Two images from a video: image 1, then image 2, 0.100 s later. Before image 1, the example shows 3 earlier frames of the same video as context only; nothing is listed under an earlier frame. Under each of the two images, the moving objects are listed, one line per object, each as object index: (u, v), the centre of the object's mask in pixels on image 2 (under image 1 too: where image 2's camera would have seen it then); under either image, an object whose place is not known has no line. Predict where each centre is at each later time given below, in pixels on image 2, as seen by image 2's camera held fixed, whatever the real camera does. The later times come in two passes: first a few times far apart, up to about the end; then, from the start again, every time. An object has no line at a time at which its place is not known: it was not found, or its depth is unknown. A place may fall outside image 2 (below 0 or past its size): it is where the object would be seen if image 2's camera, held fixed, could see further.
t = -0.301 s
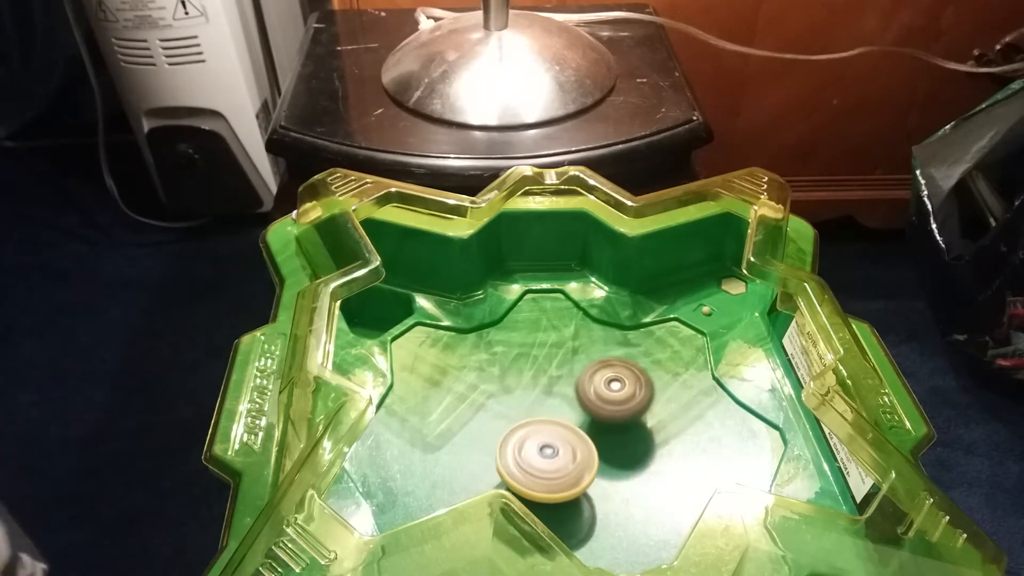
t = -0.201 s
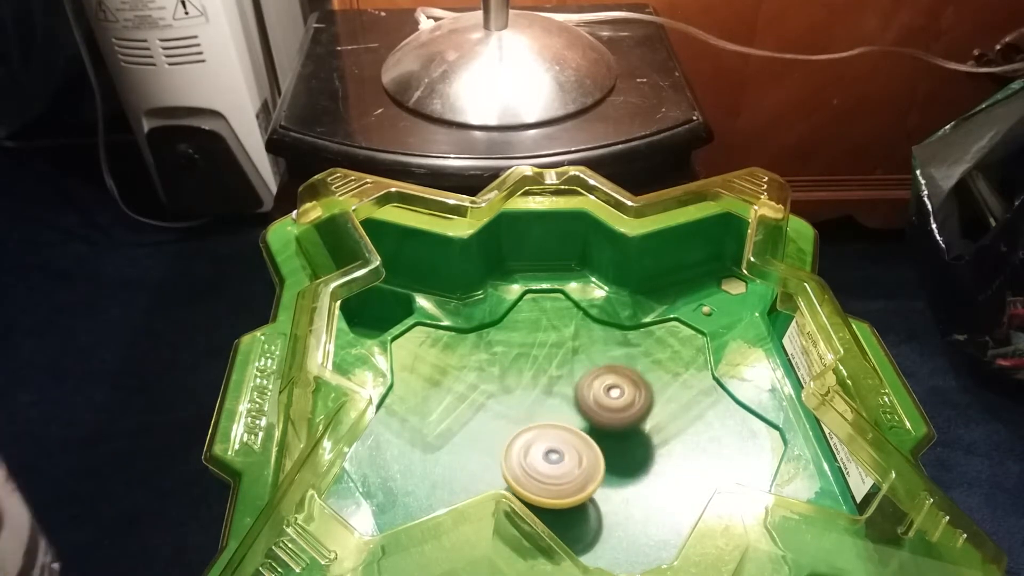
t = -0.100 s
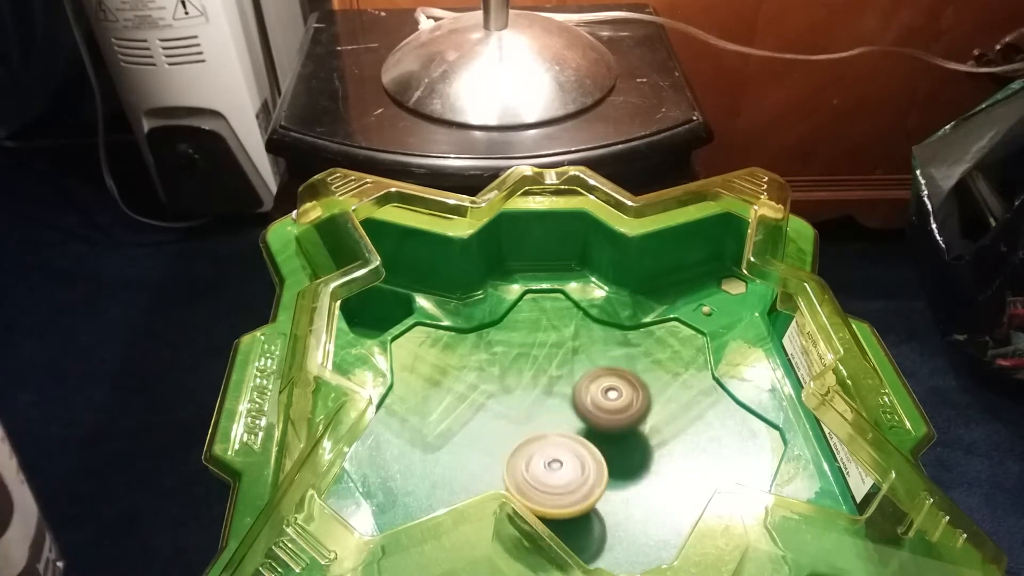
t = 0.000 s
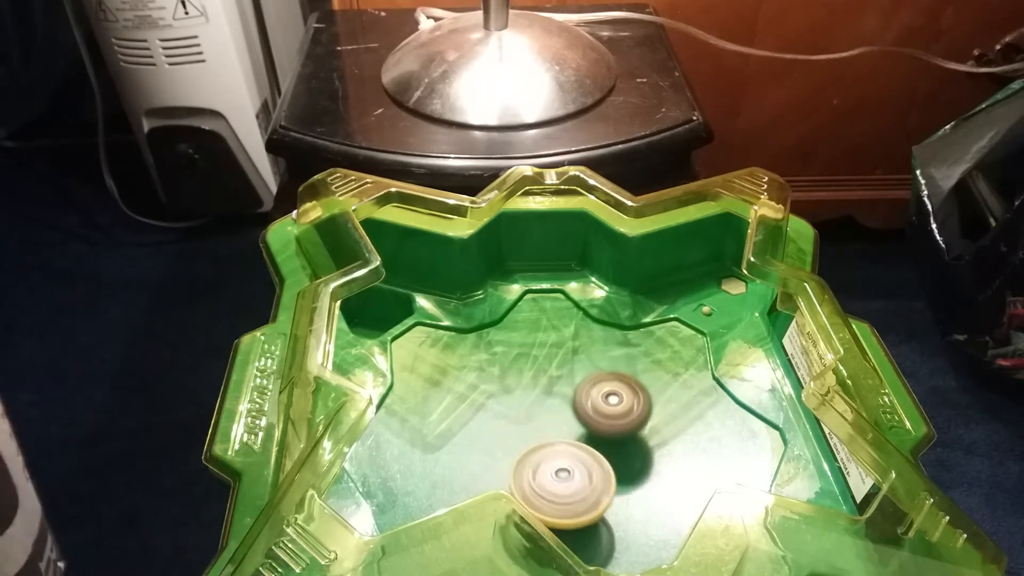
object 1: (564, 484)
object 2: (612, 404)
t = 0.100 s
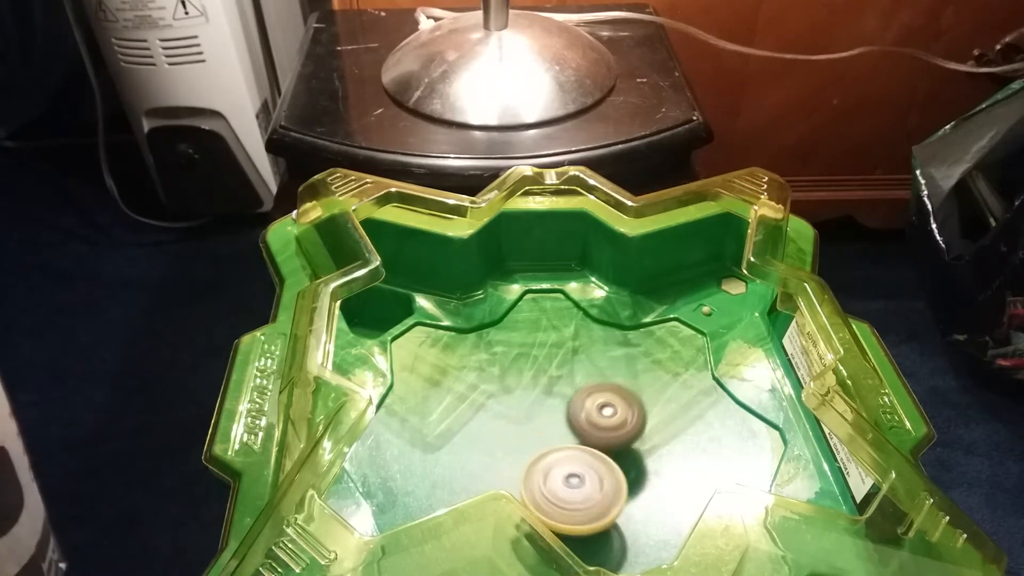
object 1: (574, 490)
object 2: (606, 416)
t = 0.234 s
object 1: (589, 512)
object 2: (604, 408)
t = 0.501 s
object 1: (627, 518)
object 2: (592, 423)
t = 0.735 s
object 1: (650, 496)
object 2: (551, 426)
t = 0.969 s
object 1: (652, 465)
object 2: (542, 411)
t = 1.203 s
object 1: (678, 452)
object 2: (515, 400)
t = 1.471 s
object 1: (677, 434)
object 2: (529, 401)
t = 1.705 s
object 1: (643, 431)
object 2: (555, 457)
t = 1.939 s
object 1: (610, 440)
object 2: (537, 507)
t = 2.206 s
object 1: (589, 446)
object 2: (506, 531)
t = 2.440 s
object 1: (587, 431)
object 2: (511, 494)
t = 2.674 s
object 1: (589, 406)
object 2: (569, 508)
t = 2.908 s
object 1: (586, 386)
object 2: (628, 527)
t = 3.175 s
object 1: (587, 393)
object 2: (660, 516)
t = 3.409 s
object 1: (594, 426)
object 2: (663, 475)
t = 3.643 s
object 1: (570, 450)
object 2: (673, 452)
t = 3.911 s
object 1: (568, 485)
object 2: (636, 419)
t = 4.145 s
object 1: (579, 500)
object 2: (597, 398)
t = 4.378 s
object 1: (591, 503)
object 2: (564, 395)
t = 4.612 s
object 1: (604, 489)
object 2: (537, 413)
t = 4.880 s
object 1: (625, 468)
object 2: (513, 440)
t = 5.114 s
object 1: (631, 447)
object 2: (519, 465)
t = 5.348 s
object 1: (624, 433)
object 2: (554, 494)
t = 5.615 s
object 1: (608, 428)
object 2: (601, 509)
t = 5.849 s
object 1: (589, 435)
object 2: (631, 501)
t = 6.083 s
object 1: (555, 432)
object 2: (657, 492)
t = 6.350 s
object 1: (540, 442)
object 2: (645, 459)
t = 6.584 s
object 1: (544, 456)
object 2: (623, 421)
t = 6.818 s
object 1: (564, 472)
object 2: (607, 402)
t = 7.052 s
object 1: (594, 482)
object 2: (584, 404)
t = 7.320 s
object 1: (631, 502)
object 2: (555, 413)
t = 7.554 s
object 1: (646, 500)
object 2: (539, 441)
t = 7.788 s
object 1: (646, 486)
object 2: (531, 471)
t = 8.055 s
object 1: (638, 461)
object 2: (541, 485)
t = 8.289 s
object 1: (642, 423)
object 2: (553, 493)
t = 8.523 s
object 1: (630, 402)
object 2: (588, 485)
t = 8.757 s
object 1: (606, 394)
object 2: (634, 474)
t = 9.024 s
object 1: (573, 400)
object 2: (648, 472)
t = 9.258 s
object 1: (544, 422)
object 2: (631, 457)
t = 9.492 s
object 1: (514, 443)
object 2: (612, 448)
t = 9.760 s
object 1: (497, 465)
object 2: (597, 431)
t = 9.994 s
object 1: (510, 478)
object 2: (602, 428)
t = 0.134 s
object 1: (577, 497)
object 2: (604, 414)
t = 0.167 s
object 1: (579, 503)
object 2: (603, 410)
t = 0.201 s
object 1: (584, 508)
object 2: (604, 408)
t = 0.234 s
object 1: (589, 512)
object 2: (604, 408)
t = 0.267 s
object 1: (594, 516)
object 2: (604, 408)
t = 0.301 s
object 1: (599, 518)
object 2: (604, 408)
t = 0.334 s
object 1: (603, 520)
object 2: (604, 410)
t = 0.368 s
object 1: (608, 522)
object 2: (602, 412)
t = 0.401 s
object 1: (613, 522)
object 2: (600, 415)
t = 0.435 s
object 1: (618, 522)
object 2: (598, 418)
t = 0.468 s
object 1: (622, 520)
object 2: (595, 421)
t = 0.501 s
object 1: (627, 518)
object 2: (592, 423)
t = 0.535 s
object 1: (630, 515)
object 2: (588, 426)
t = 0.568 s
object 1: (633, 511)
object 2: (584, 429)
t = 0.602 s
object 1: (636, 508)
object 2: (579, 431)
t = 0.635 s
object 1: (637, 503)
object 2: (575, 433)
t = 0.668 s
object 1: (639, 499)
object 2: (568, 434)
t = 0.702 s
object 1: (646, 499)
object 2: (558, 429)
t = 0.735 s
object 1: (650, 496)
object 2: (551, 426)
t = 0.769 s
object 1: (652, 492)
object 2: (546, 423)
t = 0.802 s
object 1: (654, 488)
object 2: (542, 420)
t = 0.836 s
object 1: (656, 484)
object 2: (540, 417)
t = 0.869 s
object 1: (656, 479)
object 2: (539, 414)
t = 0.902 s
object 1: (656, 475)
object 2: (539, 413)
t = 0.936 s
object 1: (654, 470)
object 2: (540, 411)
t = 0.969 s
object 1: (652, 465)
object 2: (542, 411)
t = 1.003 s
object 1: (649, 460)
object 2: (545, 411)
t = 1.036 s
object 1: (645, 455)
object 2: (548, 412)
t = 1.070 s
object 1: (643, 451)
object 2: (551, 414)
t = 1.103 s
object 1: (658, 453)
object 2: (538, 410)
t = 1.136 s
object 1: (670, 455)
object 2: (526, 407)
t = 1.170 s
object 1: (675, 454)
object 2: (520, 403)
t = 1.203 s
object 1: (678, 452)
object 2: (515, 400)
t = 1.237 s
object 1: (681, 449)
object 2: (512, 397)
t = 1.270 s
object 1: (682, 446)
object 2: (510, 394)
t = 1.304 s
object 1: (683, 444)
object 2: (510, 392)
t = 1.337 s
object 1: (682, 441)
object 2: (512, 391)
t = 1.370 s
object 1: (682, 439)
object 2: (515, 391)
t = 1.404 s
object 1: (681, 438)
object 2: (519, 393)
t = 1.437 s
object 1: (679, 436)
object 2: (524, 397)
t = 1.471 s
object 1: (677, 434)
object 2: (529, 401)
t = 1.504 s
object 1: (674, 432)
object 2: (533, 407)
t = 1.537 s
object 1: (670, 431)
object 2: (538, 414)
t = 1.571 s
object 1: (666, 430)
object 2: (543, 421)
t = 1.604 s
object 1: (661, 430)
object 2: (547, 430)
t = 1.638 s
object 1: (655, 430)
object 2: (551, 439)
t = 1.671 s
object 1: (650, 430)
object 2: (553, 447)
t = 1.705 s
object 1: (643, 431)
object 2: (555, 457)
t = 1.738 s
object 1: (640, 432)
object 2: (553, 467)
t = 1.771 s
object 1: (636, 432)
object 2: (551, 476)
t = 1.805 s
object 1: (631, 433)
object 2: (549, 484)
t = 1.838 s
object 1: (627, 434)
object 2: (549, 489)
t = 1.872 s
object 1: (621, 436)
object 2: (547, 495)
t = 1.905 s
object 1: (616, 438)
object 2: (546, 498)
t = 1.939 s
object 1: (610, 440)
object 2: (537, 507)
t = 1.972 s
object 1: (604, 443)
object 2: (531, 512)
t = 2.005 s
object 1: (599, 445)
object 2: (543, 504)
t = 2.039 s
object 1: (593, 448)
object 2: (525, 519)
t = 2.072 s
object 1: (588, 451)
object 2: (521, 520)
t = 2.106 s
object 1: (584, 454)
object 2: (520, 520)
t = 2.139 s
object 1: (580, 457)
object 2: (539, 503)
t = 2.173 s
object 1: (582, 455)
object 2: (516, 522)
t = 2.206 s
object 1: (589, 446)
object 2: (506, 531)
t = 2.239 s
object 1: (592, 441)
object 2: (499, 535)
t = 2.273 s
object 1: (592, 439)
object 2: (495, 536)
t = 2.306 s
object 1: (591, 437)
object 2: (491, 534)
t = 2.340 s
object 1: (590, 435)
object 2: (490, 532)
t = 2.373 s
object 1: (589, 433)
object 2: (489, 527)
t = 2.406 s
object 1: (588, 432)
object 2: (493, 522)
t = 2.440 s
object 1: (587, 431)
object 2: (511, 494)
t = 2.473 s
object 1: (586, 430)
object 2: (513, 491)
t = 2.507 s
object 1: (585, 429)
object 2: (523, 491)
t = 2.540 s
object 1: (585, 428)
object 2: (532, 492)
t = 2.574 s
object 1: (584, 427)
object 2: (541, 494)
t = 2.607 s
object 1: (584, 425)
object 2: (551, 495)
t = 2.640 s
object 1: (588, 412)
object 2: (560, 503)
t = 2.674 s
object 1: (589, 406)
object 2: (569, 508)
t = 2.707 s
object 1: (589, 401)
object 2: (579, 514)
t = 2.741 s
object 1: (589, 396)
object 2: (587, 517)
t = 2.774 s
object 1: (588, 393)
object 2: (597, 520)
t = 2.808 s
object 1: (588, 390)
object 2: (605, 523)
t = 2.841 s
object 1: (587, 388)
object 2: (613, 526)
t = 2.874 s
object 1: (586, 386)
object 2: (621, 527)
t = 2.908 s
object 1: (586, 386)
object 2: (628, 527)
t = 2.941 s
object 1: (586, 385)
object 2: (634, 528)
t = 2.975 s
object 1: (585, 385)
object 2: (640, 528)
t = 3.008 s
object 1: (585, 385)
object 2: (644, 528)
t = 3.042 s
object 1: (585, 386)
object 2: (649, 527)
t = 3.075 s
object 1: (586, 387)
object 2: (653, 525)
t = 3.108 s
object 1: (586, 389)
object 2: (656, 522)
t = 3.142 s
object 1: (586, 391)
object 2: (659, 518)
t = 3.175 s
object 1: (587, 393)
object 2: (660, 516)
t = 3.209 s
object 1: (587, 396)
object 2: (662, 511)
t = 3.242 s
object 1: (588, 400)
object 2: (664, 504)
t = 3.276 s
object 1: (589, 404)
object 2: (664, 500)
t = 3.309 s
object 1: (590, 409)
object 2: (663, 494)
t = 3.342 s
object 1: (592, 415)
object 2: (664, 488)
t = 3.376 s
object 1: (593, 421)
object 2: (664, 481)
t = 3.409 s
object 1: (594, 426)
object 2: (663, 475)
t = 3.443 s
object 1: (588, 426)
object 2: (671, 473)
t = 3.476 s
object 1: (583, 428)
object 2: (675, 471)
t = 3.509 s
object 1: (579, 432)
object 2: (676, 467)
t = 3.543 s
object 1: (577, 436)
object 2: (676, 463)
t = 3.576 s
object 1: (574, 441)
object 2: (676, 459)
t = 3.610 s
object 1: (572, 445)
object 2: (674, 455)
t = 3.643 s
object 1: (570, 450)
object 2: (673, 452)
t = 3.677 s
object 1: (569, 455)
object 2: (670, 447)
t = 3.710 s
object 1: (568, 460)
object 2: (666, 443)
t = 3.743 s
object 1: (567, 464)
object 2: (662, 439)
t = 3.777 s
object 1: (566, 469)
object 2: (658, 435)
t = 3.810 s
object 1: (566, 474)
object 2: (652, 431)
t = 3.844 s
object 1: (566, 478)
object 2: (647, 427)
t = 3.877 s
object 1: (567, 482)
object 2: (642, 423)
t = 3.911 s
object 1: (568, 485)
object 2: (636, 419)
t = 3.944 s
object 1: (569, 488)
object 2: (631, 415)
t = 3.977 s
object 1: (571, 491)
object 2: (625, 411)
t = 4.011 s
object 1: (572, 493)
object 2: (619, 408)
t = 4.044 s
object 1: (574, 495)
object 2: (614, 405)
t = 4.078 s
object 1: (576, 497)
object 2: (608, 402)
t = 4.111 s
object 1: (577, 499)
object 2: (603, 400)
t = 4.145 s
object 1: (579, 500)
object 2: (597, 398)
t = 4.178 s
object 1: (581, 501)
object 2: (592, 396)
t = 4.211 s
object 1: (582, 502)
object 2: (587, 395)
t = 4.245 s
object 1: (584, 503)
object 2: (582, 394)
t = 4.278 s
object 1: (586, 504)
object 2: (577, 393)
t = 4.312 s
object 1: (588, 504)
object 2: (573, 393)
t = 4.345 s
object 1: (589, 504)
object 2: (569, 394)
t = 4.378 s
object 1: (591, 503)
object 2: (564, 395)
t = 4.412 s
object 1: (593, 502)
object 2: (560, 397)
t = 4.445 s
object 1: (595, 500)
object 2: (555, 399)
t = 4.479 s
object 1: (597, 499)
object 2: (552, 401)
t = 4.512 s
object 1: (599, 497)
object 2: (547, 403)
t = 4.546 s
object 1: (601, 494)
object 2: (543, 406)
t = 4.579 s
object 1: (603, 492)
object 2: (540, 410)
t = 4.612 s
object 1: (604, 489)
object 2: (537, 413)
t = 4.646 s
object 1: (606, 486)
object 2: (534, 418)
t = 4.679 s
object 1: (608, 483)
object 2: (531, 421)
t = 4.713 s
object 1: (612, 482)
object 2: (526, 424)
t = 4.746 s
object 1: (616, 480)
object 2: (522, 427)
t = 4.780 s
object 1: (619, 477)
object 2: (519, 430)
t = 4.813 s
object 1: (621, 474)
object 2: (516, 433)
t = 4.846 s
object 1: (623, 471)
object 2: (514, 437)
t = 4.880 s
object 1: (625, 468)
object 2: (513, 440)
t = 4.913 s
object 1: (627, 465)
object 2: (512, 444)
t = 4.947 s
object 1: (629, 462)
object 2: (512, 447)
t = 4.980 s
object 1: (630, 459)
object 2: (512, 451)
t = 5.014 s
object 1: (631, 456)
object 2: (513, 454)
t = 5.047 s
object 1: (631, 453)
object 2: (514, 457)
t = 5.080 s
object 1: (631, 450)
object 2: (515, 461)
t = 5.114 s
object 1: (631, 447)
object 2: (519, 465)
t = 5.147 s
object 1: (630, 444)
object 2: (523, 468)
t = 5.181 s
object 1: (630, 442)
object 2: (526, 472)
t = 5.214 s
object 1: (629, 440)
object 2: (532, 476)
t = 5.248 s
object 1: (628, 437)
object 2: (537, 481)
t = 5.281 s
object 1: (627, 436)
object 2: (543, 485)
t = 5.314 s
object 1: (626, 434)
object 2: (549, 490)
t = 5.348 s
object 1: (624, 433)
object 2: (554, 494)
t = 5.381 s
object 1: (623, 432)
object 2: (560, 498)
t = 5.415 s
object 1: (621, 430)
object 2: (565, 501)
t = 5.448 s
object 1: (619, 430)
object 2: (570, 504)
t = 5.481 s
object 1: (617, 429)
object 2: (576, 506)
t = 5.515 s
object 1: (615, 428)
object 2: (582, 507)
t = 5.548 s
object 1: (612, 428)
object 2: (589, 508)
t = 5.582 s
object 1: (610, 428)
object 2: (595, 509)
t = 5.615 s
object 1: (608, 428)
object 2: (601, 509)
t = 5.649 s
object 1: (605, 428)
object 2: (606, 509)
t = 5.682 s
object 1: (602, 429)
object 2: (612, 509)
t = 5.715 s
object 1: (599, 430)
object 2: (616, 509)
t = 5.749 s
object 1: (597, 431)
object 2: (623, 509)
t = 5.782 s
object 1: (594, 432)
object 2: (624, 506)
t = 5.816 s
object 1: (591, 434)
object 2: (627, 504)
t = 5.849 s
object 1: (589, 435)
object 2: (631, 501)
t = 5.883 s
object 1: (586, 436)
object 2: (636, 499)
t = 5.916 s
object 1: (580, 434)
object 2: (642, 500)
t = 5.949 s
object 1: (573, 432)
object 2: (647, 499)
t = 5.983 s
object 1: (568, 432)
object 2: (651, 497)
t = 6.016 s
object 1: (563, 432)
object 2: (653, 495)
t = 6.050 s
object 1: (559, 432)
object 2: (655, 493)
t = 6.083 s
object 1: (555, 432)
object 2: (657, 492)
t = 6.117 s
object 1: (551, 433)
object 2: (657, 489)
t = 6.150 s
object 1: (548, 434)
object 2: (659, 486)
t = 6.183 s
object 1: (545, 435)
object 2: (656, 481)
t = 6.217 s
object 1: (544, 436)
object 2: (655, 477)
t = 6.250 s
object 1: (542, 438)
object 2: (653, 474)
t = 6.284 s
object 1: (541, 439)
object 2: (650, 469)
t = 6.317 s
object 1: (540, 441)
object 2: (647, 464)
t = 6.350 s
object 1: (540, 442)
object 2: (645, 459)
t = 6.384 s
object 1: (539, 444)
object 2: (642, 454)
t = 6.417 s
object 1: (539, 446)
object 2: (639, 448)
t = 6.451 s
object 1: (540, 447)
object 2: (636, 443)
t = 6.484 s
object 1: (541, 450)
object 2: (631, 437)
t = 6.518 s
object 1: (542, 452)
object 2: (627, 431)
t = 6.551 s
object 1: (543, 453)
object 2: (626, 426)
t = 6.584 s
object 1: (544, 456)
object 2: (623, 421)
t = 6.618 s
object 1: (545, 459)
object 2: (621, 417)
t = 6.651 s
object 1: (547, 461)
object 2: (619, 413)
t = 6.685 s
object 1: (550, 463)
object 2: (617, 410)
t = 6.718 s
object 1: (553, 466)
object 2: (615, 407)
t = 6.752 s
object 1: (556, 468)
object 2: (613, 405)
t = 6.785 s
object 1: (560, 470)
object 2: (610, 404)
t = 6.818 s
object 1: (564, 472)
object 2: (607, 402)
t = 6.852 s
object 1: (568, 474)
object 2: (604, 401)
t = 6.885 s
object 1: (572, 475)
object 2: (601, 401)
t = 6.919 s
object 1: (577, 476)
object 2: (598, 401)
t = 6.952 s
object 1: (581, 477)
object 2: (594, 402)
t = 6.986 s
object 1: (585, 479)
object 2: (590, 402)
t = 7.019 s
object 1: (589, 481)
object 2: (587, 403)
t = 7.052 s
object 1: (594, 482)
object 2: (584, 404)
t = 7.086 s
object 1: (598, 483)
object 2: (580, 406)
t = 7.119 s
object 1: (602, 487)
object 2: (576, 406)
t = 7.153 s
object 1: (607, 492)
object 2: (571, 405)
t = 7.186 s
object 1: (613, 494)
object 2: (567, 406)
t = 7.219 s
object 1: (618, 497)
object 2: (564, 407)
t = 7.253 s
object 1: (623, 499)
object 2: (560, 409)
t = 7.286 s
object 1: (627, 501)
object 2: (558, 411)
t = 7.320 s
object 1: (631, 502)
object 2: (555, 413)
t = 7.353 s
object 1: (635, 502)
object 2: (551, 416)
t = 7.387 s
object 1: (638, 503)
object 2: (548, 420)
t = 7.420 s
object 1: (640, 503)
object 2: (546, 423)
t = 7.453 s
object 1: (642, 502)
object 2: (544, 427)
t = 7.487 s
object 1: (644, 502)
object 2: (542, 431)
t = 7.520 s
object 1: (645, 501)
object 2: (540, 436)
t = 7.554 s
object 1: (646, 500)
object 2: (539, 441)
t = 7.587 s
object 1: (646, 498)
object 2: (538, 445)
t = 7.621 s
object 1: (646, 497)
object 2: (537, 450)
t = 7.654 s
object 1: (646, 495)
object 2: (536, 455)
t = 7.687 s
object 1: (645, 492)
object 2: (536, 460)
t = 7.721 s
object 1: (644, 490)
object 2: (536, 464)
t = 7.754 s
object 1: (646, 488)
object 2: (533, 468)
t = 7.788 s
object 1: (646, 486)
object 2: (531, 471)
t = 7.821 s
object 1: (646, 483)
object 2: (530, 473)
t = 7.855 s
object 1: (646, 480)
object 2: (530, 475)
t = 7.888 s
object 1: (646, 477)
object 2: (531, 476)
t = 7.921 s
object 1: (645, 474)
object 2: (532, 479)
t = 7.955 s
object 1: (643, 471)
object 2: (533, 480)
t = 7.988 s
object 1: (642, 468)
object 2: (535, 482)
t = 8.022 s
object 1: (640, 464)
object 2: (537, 483)
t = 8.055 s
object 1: (638, 461)
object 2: (541, 485)
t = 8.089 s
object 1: (639, 455)
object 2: (542, 487)
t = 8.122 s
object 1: (643, 448)
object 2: (542, 488)
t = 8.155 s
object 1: (644, 443)
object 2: (544, 490)
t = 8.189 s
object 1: (644, 437)
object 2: (545, 491)
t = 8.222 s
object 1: (644, 432)
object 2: (547, 492)
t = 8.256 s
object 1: (643, 427)
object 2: (550, 493)
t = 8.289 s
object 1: (642, 423)
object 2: (553, 493)
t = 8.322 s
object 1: (641, 419)
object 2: (557, 494)
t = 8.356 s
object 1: (640, 415)
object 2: (561, 494)
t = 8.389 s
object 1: (638, 411)
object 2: (566, 492)
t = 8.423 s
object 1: (637, 408)
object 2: (571, 491)
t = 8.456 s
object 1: (634, 406)
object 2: (577, 489)
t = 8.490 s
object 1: (632, 404)
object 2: (583, 488)
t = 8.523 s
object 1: (630, 402)
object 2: (588, 485)
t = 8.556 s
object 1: (628, 401)
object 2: (595, 483)
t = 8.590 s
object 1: (625, 400)
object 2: (601, 480)
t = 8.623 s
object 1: (622, 399)
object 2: (607, 477)
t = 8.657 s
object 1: (619, 399)
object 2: (612, 473)
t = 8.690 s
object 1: (616, 399)
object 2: (619, 471)
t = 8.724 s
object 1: (612, 396)
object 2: (626, 473)
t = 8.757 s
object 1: (606, 394)
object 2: (634, 474)
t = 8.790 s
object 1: (602, 393)
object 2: (638, 475)
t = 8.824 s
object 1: (598, 392)
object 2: (641, 475)
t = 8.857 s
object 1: (593, 392)
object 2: (643, 474)
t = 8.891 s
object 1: (589, 393)
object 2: (646, 474)
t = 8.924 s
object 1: (585, 394)
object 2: (646, 474)
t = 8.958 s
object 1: (581, 395)
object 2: (648, 473)
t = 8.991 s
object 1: (577, 397)
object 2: (648, 473)
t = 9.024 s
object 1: (573, 400)
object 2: (648, 472)
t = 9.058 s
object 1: (569, 403)
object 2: (646, 470)
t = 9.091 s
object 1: (566, 406)
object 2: (644, 469)
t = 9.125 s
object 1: (563, 409)
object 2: (640, 466)
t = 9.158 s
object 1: (560, 414)
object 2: (638, 464)
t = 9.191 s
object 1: (557, 418)
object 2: (632, 460)
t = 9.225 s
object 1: (554, 421)
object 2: (630, 458)
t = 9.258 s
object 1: (544, 422)
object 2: (631, 457)
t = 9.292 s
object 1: (539, 424)
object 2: (632, 458)
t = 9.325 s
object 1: (534, 427)
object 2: (628, 455)
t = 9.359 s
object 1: (529, 430)
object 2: (626, 454)
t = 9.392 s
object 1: (524, 433)
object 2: (623, 453)
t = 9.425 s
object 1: (520, 437)
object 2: (620, 451)
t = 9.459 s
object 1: (517, 440)
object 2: (616, 449)
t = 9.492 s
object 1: (514, 443)
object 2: (612, 448)
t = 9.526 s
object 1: (511, 446)
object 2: (608, 447)
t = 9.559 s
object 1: (509, 449)
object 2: (603, 445)
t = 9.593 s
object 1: (508, 452)
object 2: (599, 443)
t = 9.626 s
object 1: (507, 455)
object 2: (595, 441)
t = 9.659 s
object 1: (506, 457)
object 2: (593, 439)
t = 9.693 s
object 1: (501, 460)
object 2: (595, 436)
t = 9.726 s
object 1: (499, 463)
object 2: (596, 433)
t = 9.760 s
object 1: (497, 465)
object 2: (597, 431)
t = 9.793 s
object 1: (497, 467)
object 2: (598, 430)
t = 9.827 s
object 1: (497, 469)
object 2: (599, 429)
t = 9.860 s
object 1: (498, 471)
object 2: (600, 428)
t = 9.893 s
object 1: (500, 473)
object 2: (601, 428)
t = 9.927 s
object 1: (502, 475)
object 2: (601, 428)
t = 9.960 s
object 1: (506, 476)
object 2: (601, 428)
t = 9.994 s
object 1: (510, 478)
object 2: (602, 428)
